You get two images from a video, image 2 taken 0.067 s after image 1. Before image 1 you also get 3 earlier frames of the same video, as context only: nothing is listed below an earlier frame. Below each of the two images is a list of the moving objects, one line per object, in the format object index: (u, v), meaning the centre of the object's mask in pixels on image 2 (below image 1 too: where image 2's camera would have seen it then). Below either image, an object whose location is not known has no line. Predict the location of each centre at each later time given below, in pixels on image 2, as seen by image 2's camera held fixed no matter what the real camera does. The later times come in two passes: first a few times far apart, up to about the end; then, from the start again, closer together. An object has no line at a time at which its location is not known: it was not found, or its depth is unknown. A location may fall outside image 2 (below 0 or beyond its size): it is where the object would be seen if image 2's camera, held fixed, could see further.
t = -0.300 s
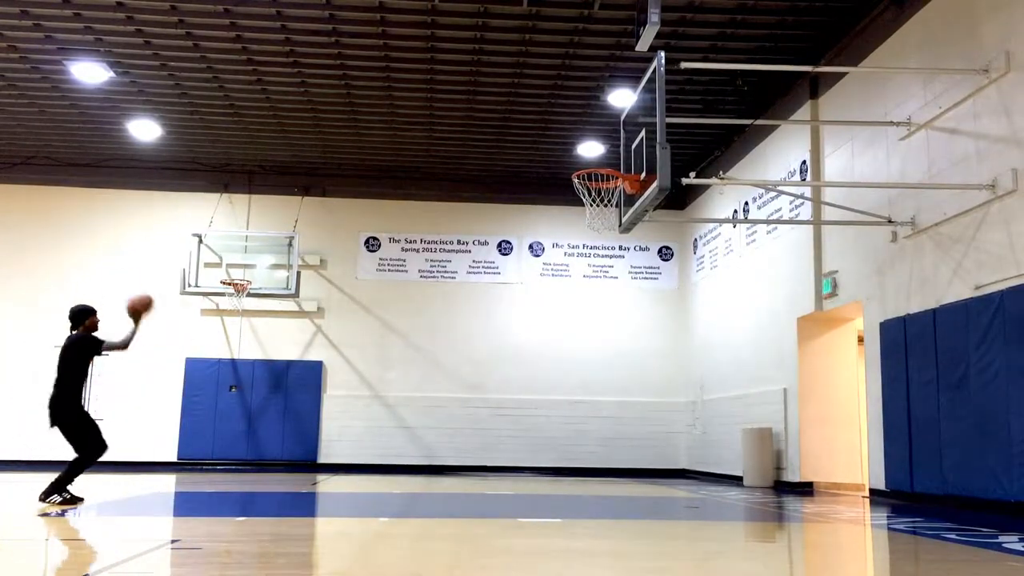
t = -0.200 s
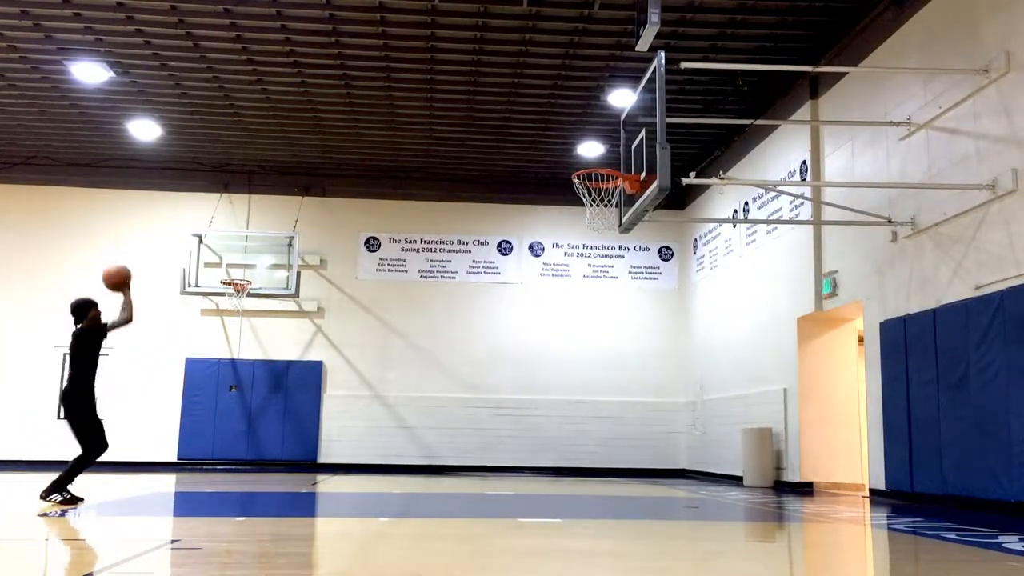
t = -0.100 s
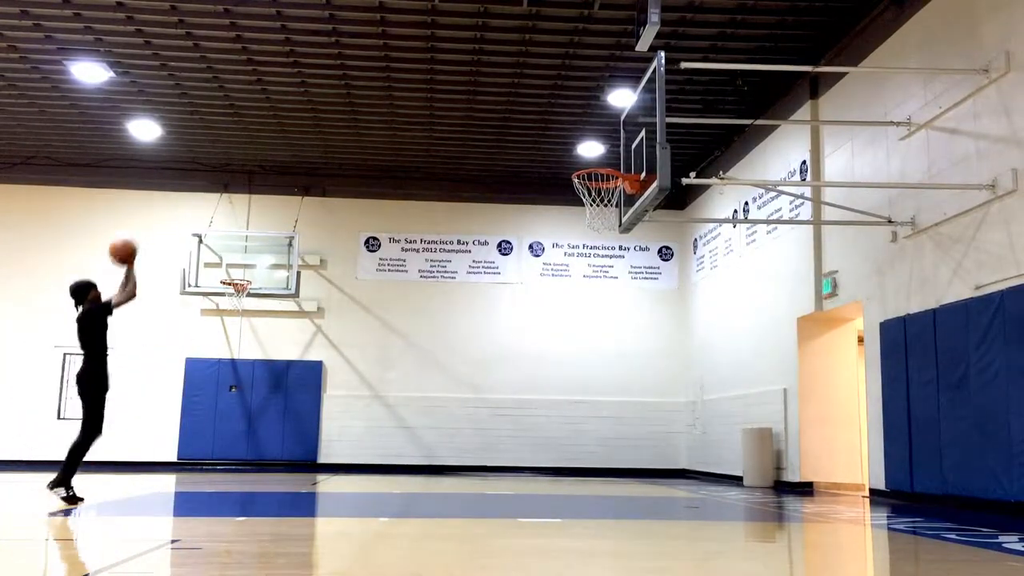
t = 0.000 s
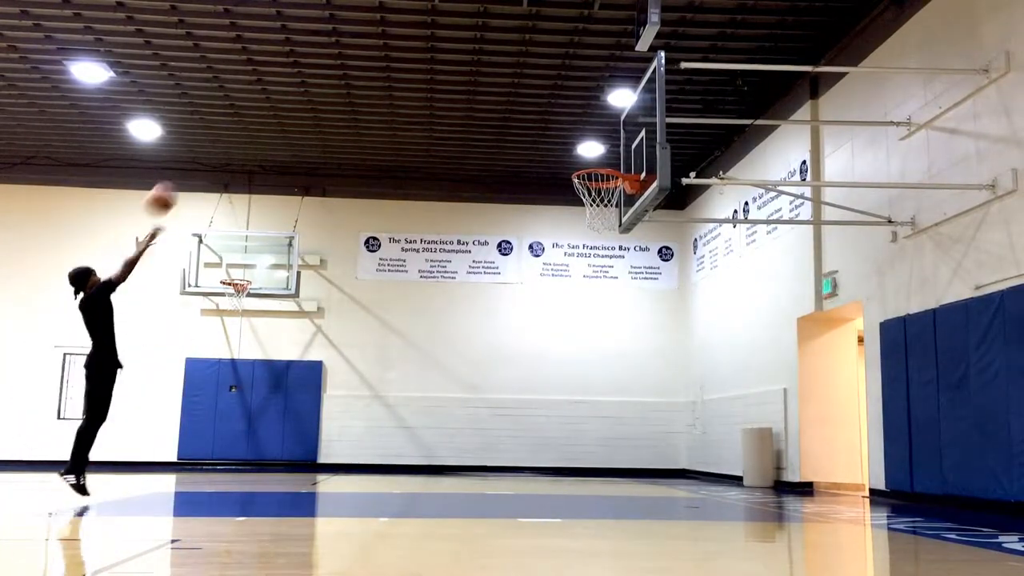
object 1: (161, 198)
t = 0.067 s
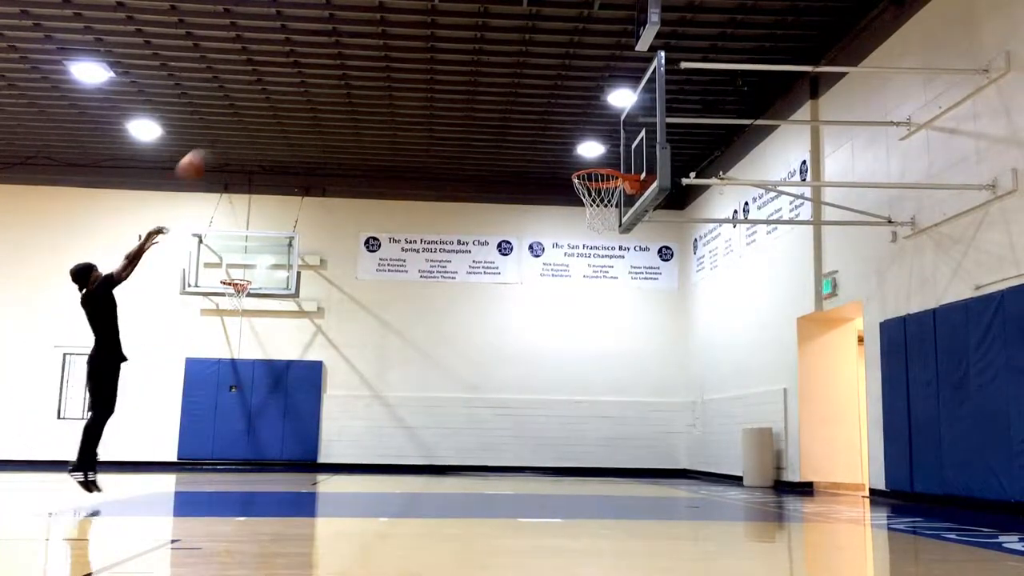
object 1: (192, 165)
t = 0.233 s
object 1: (275, 103)
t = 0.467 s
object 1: (379, 64)
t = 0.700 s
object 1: (476, 80)
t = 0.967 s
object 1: (580, 162)
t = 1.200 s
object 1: (609, 228)
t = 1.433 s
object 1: (572, 319)
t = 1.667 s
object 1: (535, 470)
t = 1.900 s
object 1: (505, 393)
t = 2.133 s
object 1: (477, 336)
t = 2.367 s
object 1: (449, 333)
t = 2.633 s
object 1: (415, 396)
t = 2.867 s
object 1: (385, 470)
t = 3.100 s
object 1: (363, 402)
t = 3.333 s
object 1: (339, 389)
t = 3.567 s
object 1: (313, 429)
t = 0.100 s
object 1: (208, 150)
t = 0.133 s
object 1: (226, 136)
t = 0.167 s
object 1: (243, 124)
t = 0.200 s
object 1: (259, 113)
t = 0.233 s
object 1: (275, 103)
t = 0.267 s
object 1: (289, 93)
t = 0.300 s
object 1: (305, 85)
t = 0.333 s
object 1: (320, 79)
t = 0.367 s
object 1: (335, 74)
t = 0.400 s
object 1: (350, 69)
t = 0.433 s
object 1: (363, 66)
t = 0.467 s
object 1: (379, 64)
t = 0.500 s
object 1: (393, 63)
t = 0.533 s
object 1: (407, 63)
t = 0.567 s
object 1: (421, 64)
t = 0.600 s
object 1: (433, 66)
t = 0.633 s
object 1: (449, 71)
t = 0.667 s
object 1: (464, 74)
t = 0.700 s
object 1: (476, 80)
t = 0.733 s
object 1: (490, 88)
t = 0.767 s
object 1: (506, 94)
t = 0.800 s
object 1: (519, 104)
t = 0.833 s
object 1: (531, 114)
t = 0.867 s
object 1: (545, 124)
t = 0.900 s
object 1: (559, 137)
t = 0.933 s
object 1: (569, 149)
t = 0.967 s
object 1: (580, 162)
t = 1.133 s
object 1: (619, 213)
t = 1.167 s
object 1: (614, 220)
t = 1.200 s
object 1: (609, 228)
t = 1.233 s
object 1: (604, 237)
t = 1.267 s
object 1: (598, 248)
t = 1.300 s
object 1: (593, 261)
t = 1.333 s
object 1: (588, 273)
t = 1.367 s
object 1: (582, 287)
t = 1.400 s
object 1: (577, 302)
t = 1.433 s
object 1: (572, 319)
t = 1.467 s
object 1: (566, 337)
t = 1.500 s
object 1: (561, 355)
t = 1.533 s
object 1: (556, 375)
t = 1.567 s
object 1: (551, 396)
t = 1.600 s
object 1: (545, 419)
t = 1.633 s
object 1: (540, 444)
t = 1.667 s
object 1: (535, 470)
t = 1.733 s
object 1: (525, 471)
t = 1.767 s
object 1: (521, 451)
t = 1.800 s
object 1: (517, 436)
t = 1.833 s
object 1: (513, 421)
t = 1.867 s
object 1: (509, 407)
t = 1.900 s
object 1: (505, 393)
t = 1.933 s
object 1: (501, 382)
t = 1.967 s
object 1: (497, 371)
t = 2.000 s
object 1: (493, 361)
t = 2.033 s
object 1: (489, 354)
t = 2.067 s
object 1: (485, 346)
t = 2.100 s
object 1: (481, 341)
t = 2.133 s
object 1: (477, 336)
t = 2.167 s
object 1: (473, 332)
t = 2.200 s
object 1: (469, 330)
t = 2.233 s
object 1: (465, 328)
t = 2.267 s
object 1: (461, 327)
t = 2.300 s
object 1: (457, 328)
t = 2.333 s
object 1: (453, 330)
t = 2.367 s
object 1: (449, 333)
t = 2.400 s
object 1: (445, 337)
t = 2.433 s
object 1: (440, 342)
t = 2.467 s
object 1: (437, 348)
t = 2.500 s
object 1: (432, 355)
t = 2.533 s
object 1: (428, 364)
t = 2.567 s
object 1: (424, 373)
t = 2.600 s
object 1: (420, 384)
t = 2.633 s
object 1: (415, 396)
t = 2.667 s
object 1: (411, 409)
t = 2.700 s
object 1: (406, 423)
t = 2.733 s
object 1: (402, 438)
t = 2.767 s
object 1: (398, 454)
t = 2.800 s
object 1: (392, 474)
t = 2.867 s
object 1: (385, 470)
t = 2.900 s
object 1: (382, 456)
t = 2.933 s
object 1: (379, 444)
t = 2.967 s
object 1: (376, 434)
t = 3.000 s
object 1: (373, 424)
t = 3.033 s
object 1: (370, 415)
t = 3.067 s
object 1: (366, 408)
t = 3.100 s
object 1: (363, 402)
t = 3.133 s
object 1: (360, 396)
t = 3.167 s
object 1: (357, 392)
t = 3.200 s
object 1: (353, 389)
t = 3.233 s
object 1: (350, 388)
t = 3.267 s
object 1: (346, 387)
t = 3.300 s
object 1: (343, 387)
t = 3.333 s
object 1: (339, 389)
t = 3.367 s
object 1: (336, 391)
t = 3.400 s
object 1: (333, 395)
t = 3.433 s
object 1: (329, 399)
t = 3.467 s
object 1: (325, 405)
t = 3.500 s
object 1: (321, 411)
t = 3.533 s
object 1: (317, 419)
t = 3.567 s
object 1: (313, 429)
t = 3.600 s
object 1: (309, 438)
